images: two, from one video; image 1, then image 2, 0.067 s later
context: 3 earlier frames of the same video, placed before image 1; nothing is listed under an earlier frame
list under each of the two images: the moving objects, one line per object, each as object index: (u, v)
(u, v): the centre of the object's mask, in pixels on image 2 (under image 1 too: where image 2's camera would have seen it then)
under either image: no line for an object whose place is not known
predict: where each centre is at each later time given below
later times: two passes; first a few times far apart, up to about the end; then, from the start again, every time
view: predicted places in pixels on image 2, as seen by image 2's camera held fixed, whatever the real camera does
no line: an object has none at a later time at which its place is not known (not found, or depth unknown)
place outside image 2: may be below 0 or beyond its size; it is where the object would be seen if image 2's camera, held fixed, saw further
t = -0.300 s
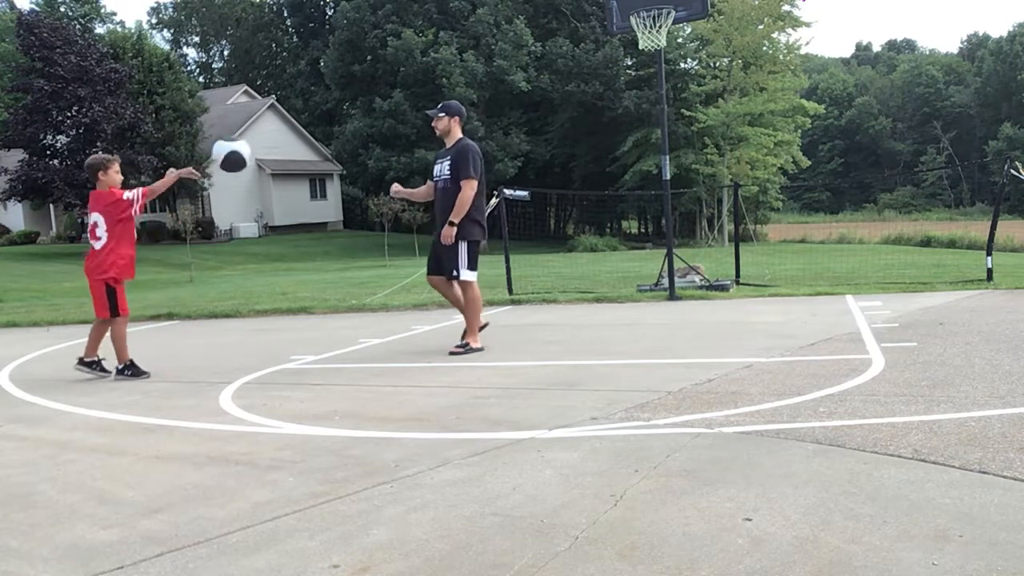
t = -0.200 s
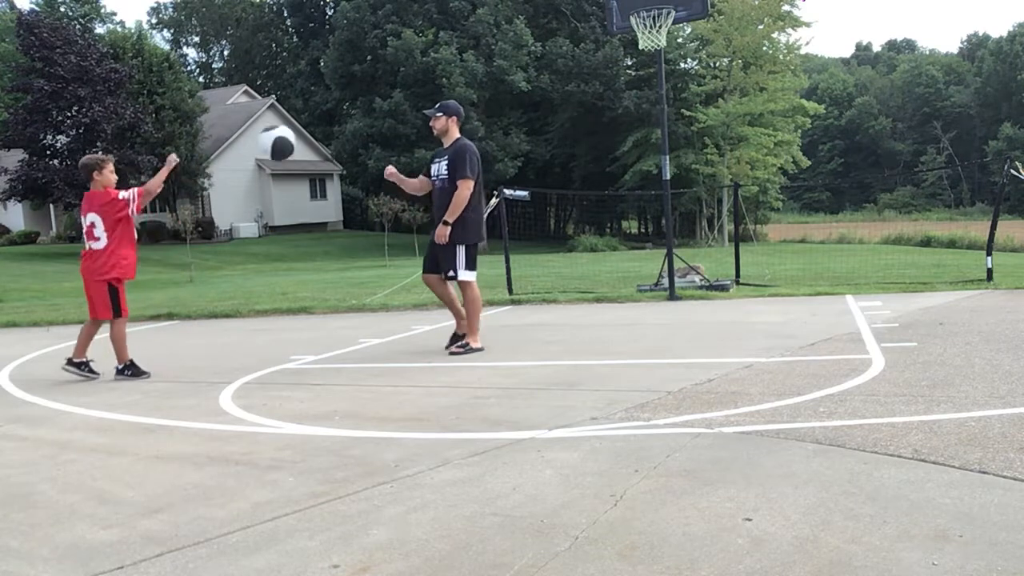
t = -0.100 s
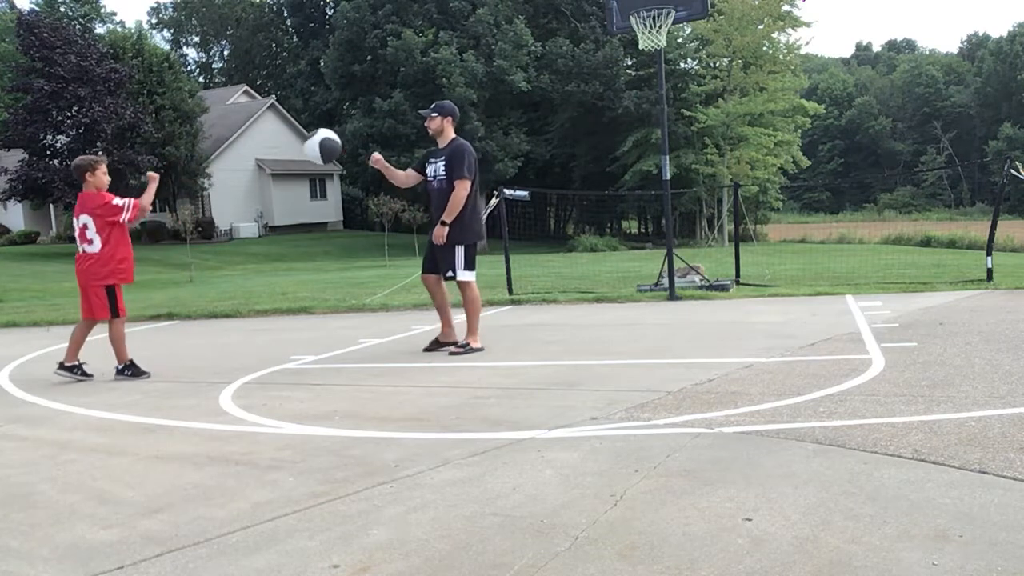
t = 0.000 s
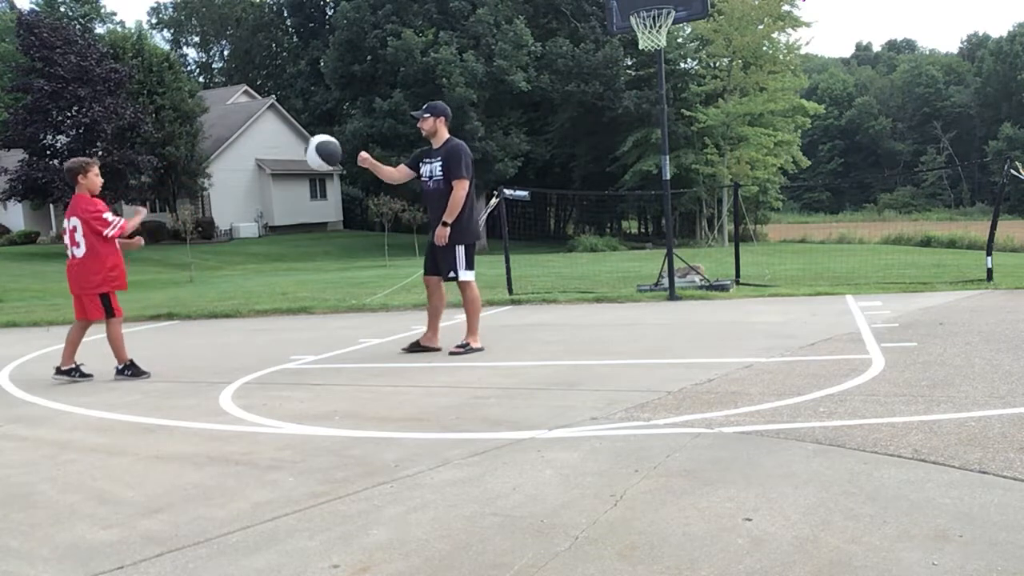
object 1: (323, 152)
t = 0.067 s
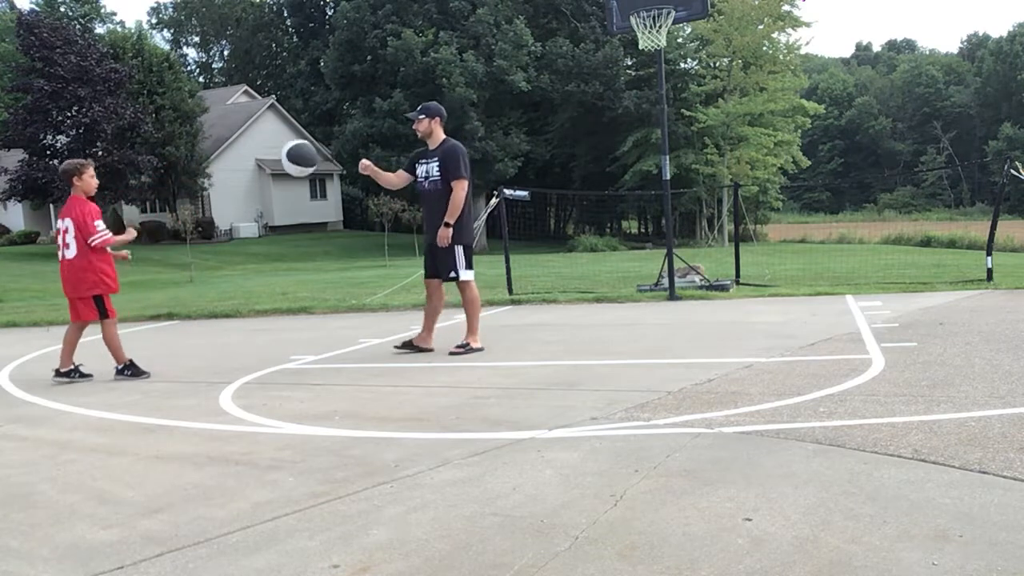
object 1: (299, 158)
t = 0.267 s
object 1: (229, 214)
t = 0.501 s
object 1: (151, 359)
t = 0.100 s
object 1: (287, 163)
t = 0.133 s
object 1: (275, 170)
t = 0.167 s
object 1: (264, 179)
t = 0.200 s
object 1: (252, 189)
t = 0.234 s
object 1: (240, 200)
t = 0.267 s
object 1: (229, 214)
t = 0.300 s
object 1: (217, 230)
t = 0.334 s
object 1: (205, 247)
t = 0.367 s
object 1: (194, 266)
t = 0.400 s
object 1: (183, 287)
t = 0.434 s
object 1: (171, 309)
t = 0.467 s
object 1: (161, 334)
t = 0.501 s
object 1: (151, 359)
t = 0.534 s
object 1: (140, 351)
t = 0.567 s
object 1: (129, 330)
